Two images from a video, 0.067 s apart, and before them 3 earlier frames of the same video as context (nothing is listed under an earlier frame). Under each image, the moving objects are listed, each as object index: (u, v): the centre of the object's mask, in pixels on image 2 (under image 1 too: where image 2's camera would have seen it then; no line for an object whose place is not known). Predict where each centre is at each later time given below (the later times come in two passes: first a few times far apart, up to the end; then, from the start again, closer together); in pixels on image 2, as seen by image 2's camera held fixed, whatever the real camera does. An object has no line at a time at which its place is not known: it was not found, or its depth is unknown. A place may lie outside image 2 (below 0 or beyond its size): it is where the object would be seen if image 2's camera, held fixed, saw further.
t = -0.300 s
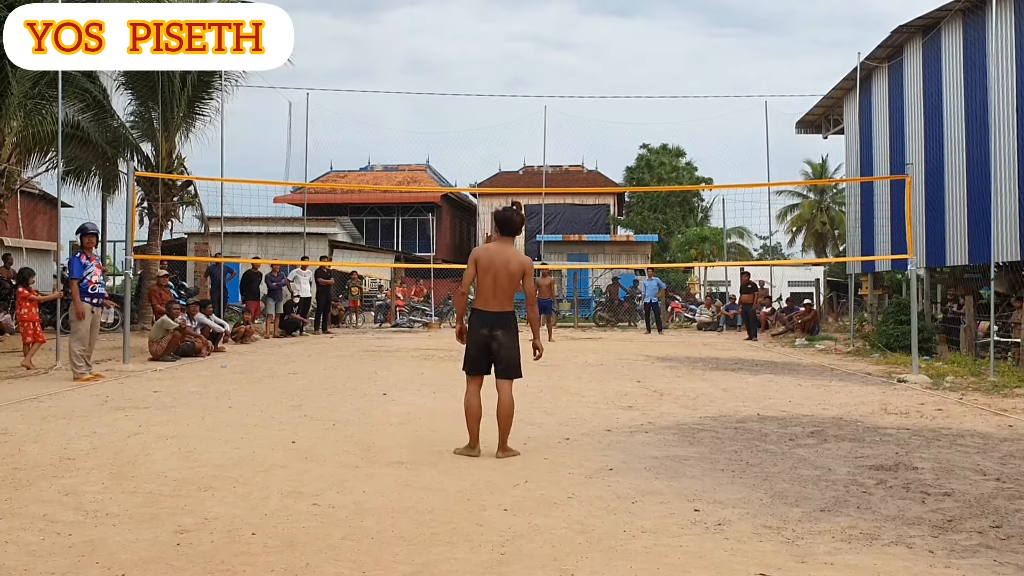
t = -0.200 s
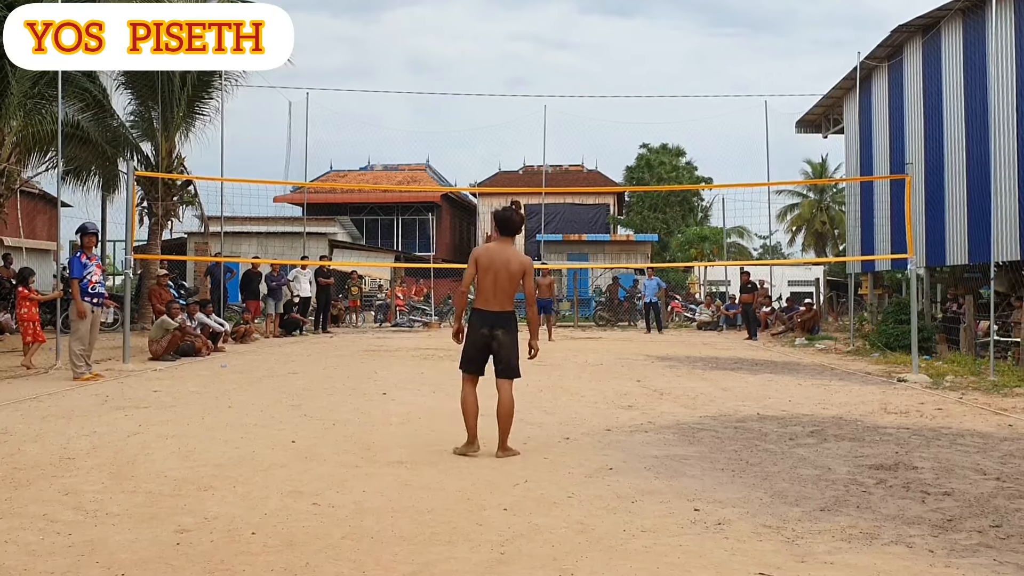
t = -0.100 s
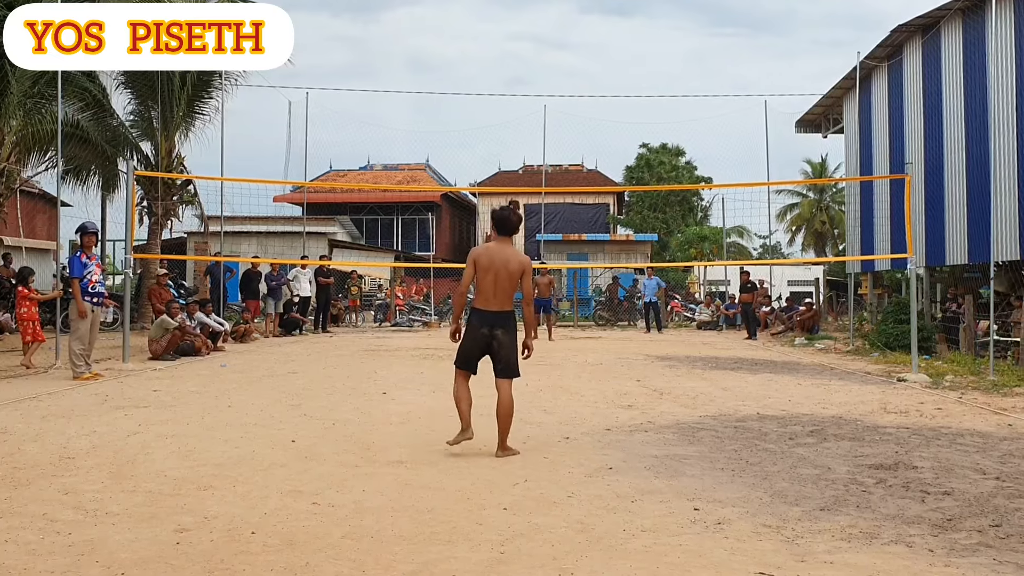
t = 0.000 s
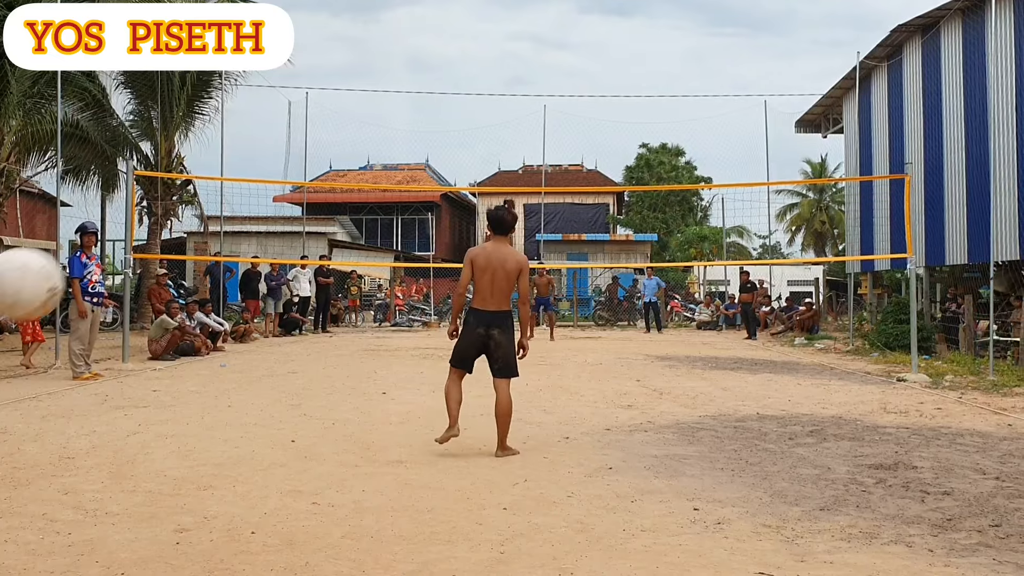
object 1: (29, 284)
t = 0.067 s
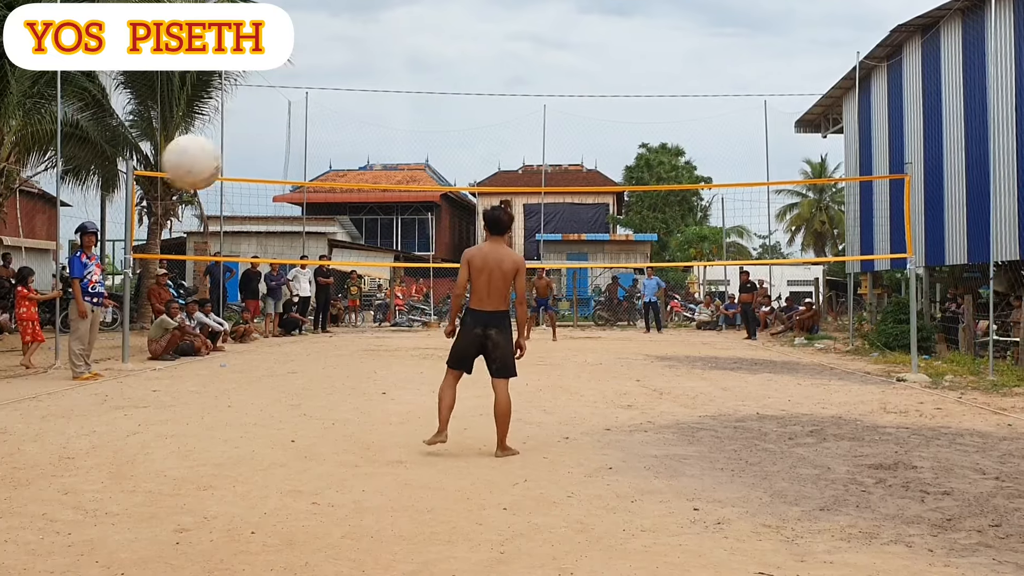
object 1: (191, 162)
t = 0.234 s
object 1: (390, 48)
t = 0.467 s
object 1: (509, 20)
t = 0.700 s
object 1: (567, 45)
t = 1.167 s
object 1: (634, 156)
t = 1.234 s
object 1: (640, 175)
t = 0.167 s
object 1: (332, 76)
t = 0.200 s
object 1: (363, 60)
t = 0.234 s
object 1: (390, 48)
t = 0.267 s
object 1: (413, 38)
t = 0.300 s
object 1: (434, 30)
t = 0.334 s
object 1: (453, 26)
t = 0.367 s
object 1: (469, 22)
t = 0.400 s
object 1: (484, 20)
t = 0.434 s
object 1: (497, 19)
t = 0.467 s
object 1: (509, 20)
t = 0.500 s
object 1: (520, 21)
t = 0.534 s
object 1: (529, 24)
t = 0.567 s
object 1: (538, 27)
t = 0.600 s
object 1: (546, 31)
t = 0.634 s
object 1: (554, 35)
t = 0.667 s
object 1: (561, 40)
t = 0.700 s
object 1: (567, 45)
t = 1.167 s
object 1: (634, 156)
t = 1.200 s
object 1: (637, 165)
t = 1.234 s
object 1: (640, 175)
